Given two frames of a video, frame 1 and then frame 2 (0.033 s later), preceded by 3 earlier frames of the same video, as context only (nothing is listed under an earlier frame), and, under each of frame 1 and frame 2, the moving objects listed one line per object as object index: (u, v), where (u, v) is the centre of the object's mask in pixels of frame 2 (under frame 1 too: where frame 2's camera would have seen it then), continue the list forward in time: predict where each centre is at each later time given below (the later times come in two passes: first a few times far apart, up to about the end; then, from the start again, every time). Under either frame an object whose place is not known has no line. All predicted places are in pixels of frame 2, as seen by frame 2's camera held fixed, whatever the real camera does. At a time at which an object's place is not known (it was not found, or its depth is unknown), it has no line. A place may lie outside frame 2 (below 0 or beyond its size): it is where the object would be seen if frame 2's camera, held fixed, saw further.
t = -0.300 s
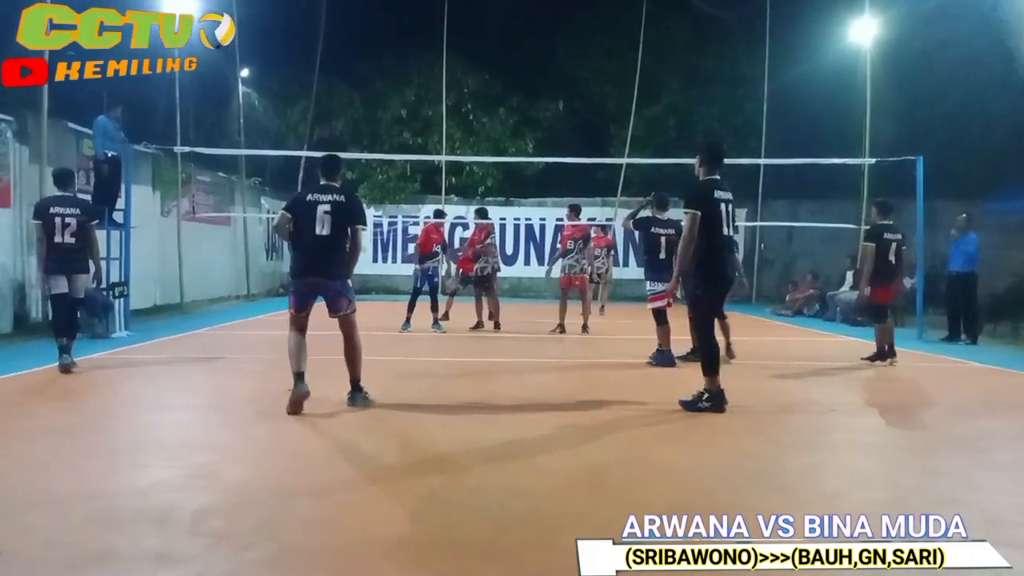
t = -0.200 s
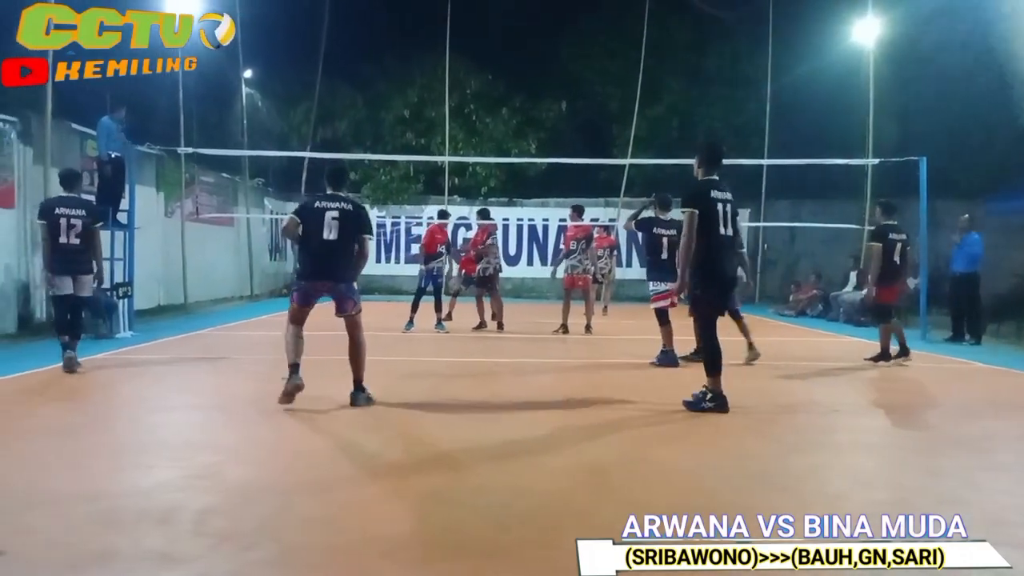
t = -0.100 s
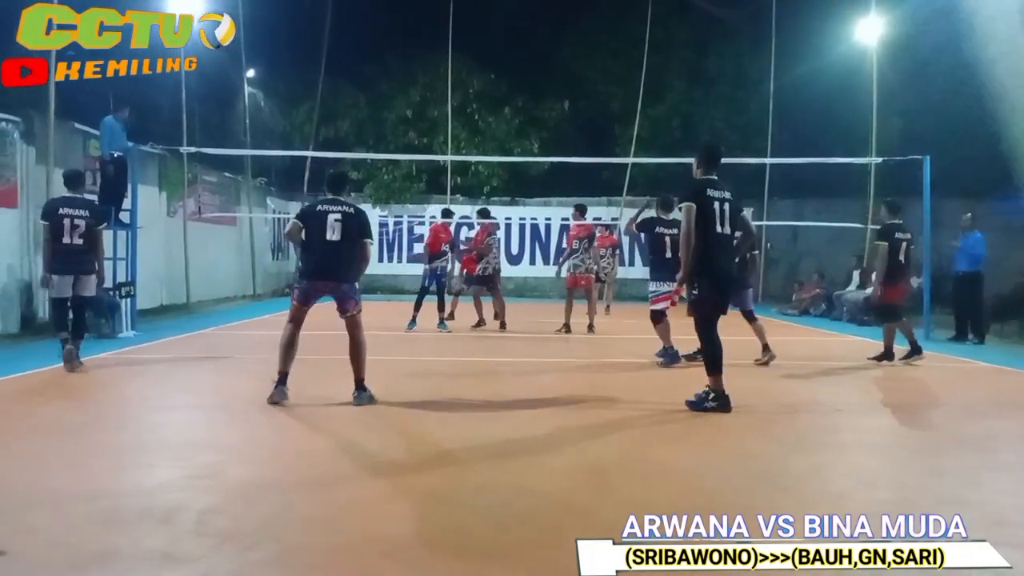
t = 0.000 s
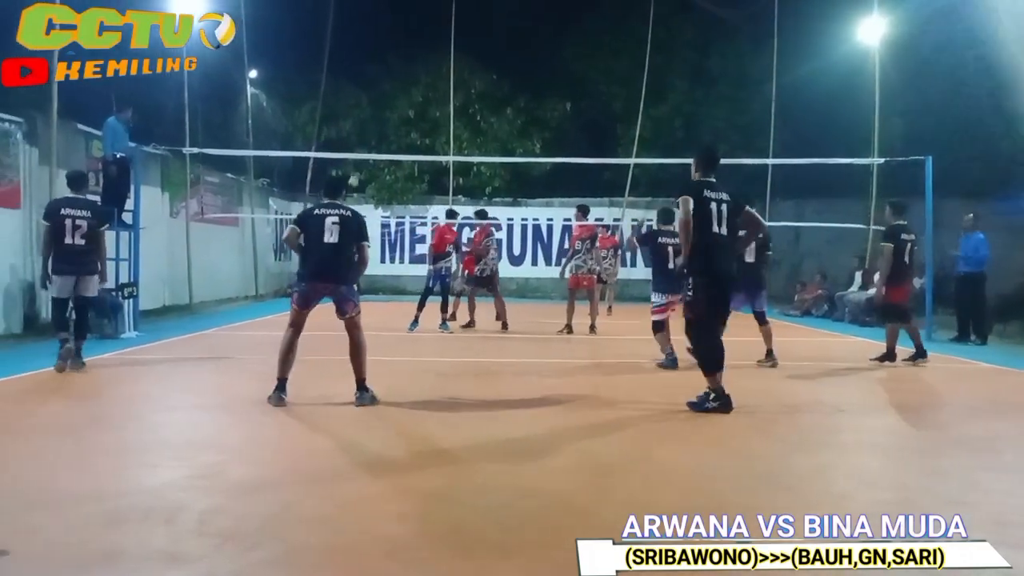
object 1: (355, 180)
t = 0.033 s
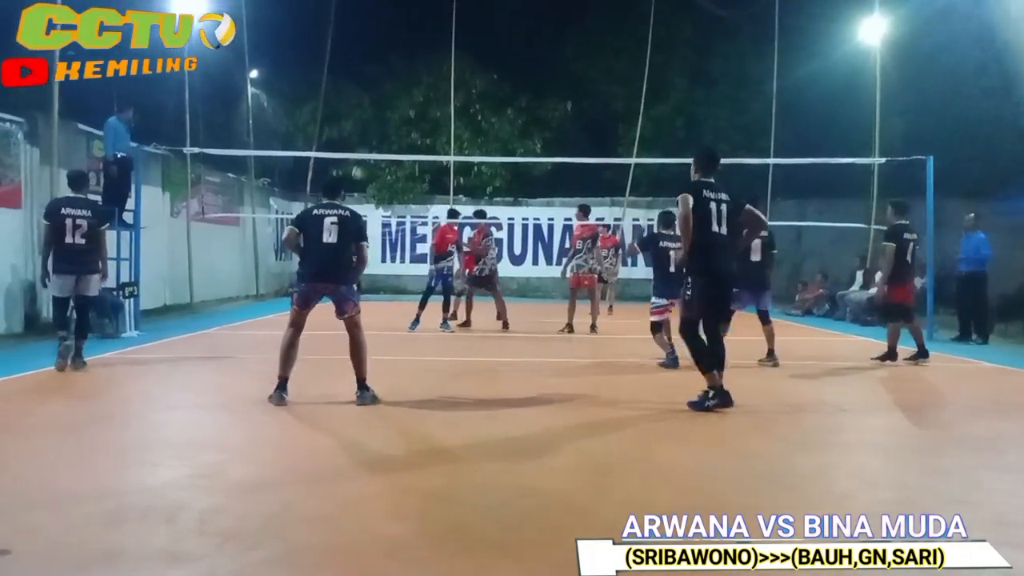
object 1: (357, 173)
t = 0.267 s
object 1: (383, 107)
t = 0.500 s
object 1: (430, 54)
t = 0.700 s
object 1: (486, 22)
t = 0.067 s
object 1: (360, 163)
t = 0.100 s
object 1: (363, 150)
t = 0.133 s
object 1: (367, 143)
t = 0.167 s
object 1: (370, 134)
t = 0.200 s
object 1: (374, 125)
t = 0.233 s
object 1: (379, 115)
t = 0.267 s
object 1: (383, 107)
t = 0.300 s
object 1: (389, 98)
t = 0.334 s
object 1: (396, 90)
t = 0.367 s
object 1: (401, 82)
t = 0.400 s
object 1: (408, 74)
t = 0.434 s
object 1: (415, 68)
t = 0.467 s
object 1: (422, 59)
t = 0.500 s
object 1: (430, 54)
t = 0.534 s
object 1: (439, 46)
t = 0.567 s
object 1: (447, 41)
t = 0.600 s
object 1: (456, 35)
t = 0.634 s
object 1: (466, 29)
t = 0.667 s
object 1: (475, 25)
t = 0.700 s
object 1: (486, 22)
